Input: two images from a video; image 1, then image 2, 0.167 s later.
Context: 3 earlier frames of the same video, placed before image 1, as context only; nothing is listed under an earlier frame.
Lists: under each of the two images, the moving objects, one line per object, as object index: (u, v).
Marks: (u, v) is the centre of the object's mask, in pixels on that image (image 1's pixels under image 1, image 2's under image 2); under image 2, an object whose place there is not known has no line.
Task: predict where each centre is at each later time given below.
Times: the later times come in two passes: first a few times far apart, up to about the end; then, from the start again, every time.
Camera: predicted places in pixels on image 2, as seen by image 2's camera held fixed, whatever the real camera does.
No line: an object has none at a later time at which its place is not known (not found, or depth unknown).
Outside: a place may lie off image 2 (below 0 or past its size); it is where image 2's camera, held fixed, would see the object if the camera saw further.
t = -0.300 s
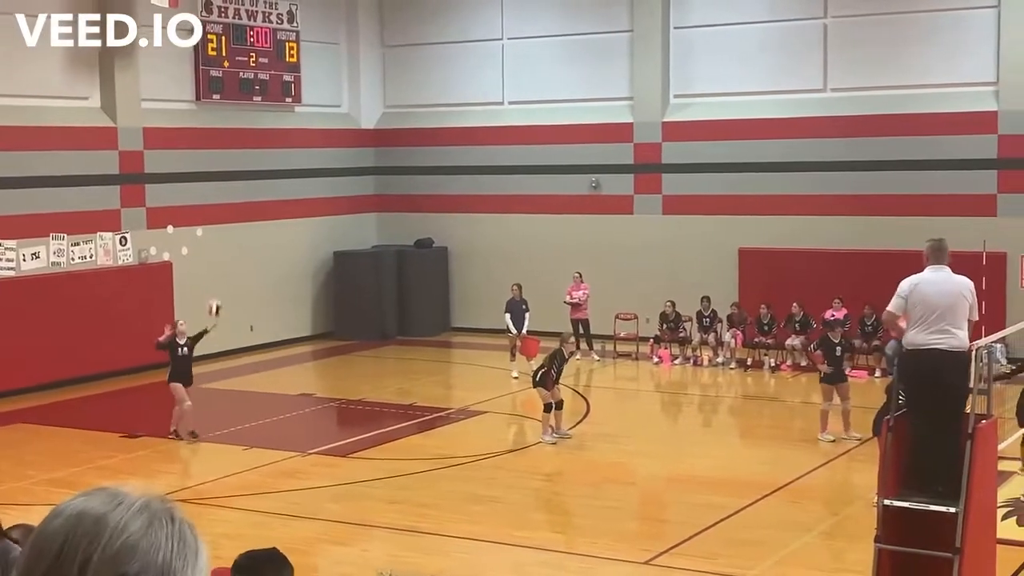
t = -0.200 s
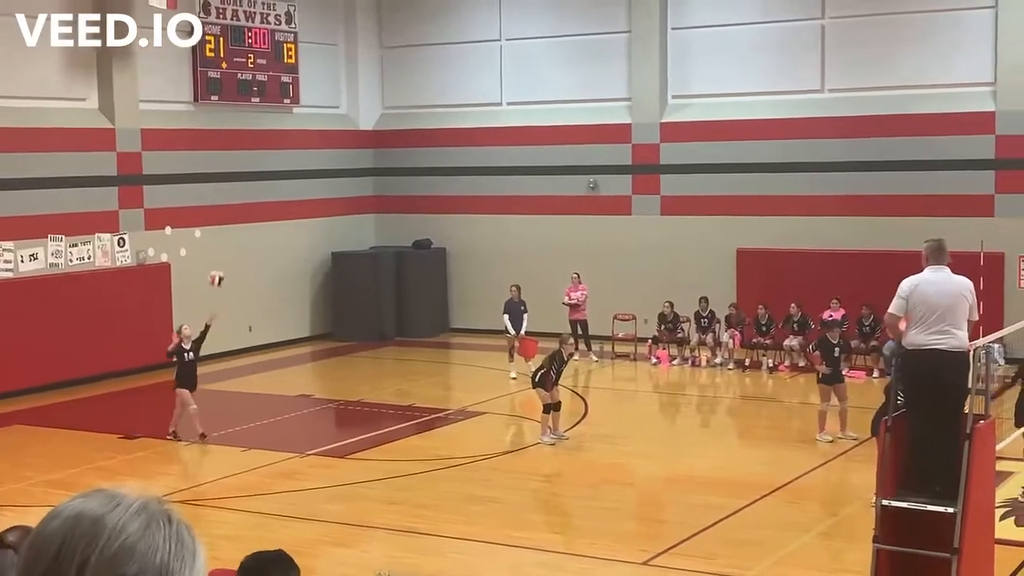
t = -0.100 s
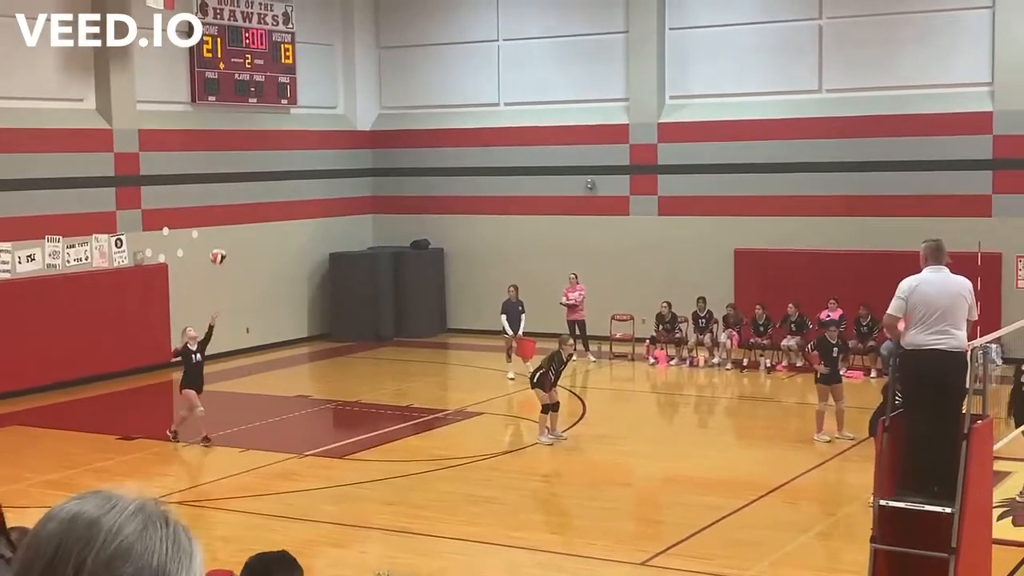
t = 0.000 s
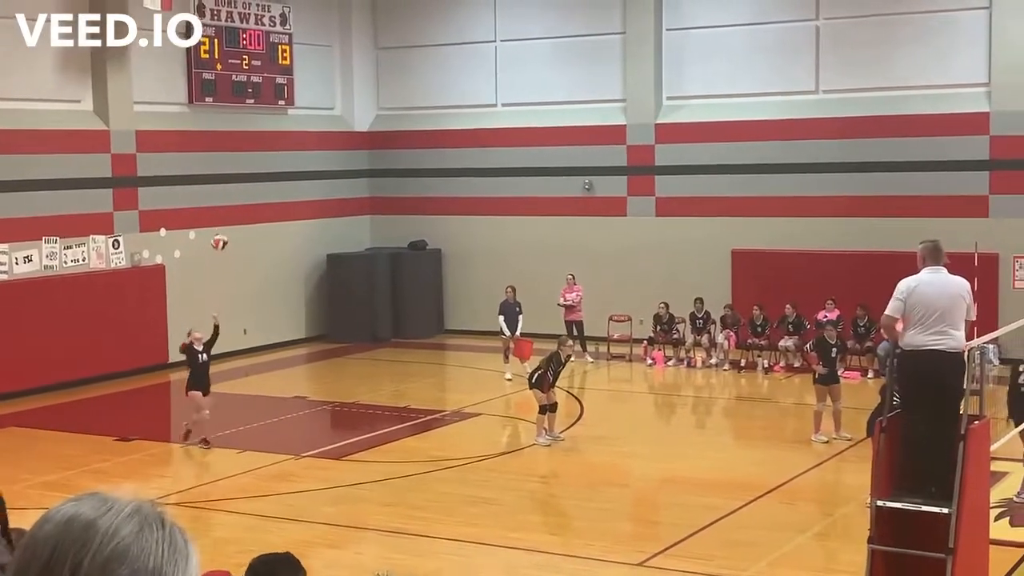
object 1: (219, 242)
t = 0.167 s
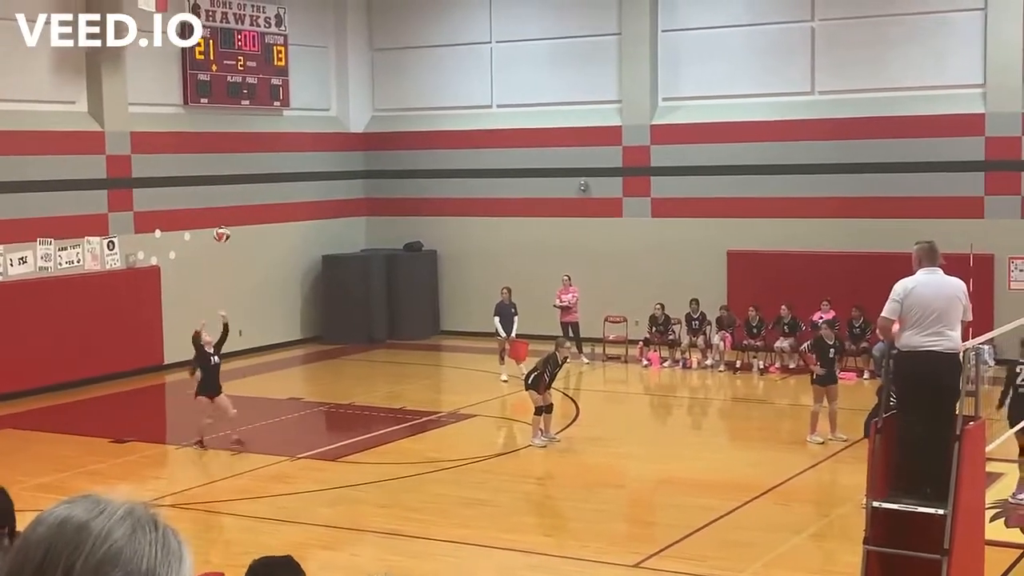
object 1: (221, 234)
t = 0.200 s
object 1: (223, 235)
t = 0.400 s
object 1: (232, 255)
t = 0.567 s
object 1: (241, 295)
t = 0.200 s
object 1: (223, 235)
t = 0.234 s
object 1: (224, 236)
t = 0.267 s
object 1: (225, 238)
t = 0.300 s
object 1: (227, 241)
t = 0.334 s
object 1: (229, 245)
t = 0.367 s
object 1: (230, 250)
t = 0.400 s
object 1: (232, 255)
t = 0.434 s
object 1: (234, 262)
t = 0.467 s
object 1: (235, 269)
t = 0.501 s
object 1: (238, 278)
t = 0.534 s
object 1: (240, 286)
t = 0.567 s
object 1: (241, 295)
